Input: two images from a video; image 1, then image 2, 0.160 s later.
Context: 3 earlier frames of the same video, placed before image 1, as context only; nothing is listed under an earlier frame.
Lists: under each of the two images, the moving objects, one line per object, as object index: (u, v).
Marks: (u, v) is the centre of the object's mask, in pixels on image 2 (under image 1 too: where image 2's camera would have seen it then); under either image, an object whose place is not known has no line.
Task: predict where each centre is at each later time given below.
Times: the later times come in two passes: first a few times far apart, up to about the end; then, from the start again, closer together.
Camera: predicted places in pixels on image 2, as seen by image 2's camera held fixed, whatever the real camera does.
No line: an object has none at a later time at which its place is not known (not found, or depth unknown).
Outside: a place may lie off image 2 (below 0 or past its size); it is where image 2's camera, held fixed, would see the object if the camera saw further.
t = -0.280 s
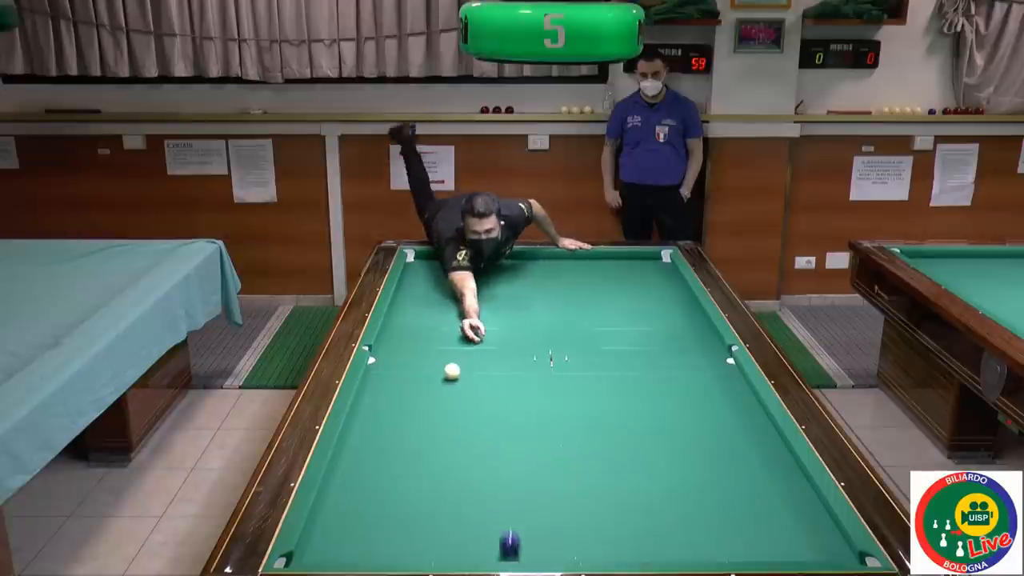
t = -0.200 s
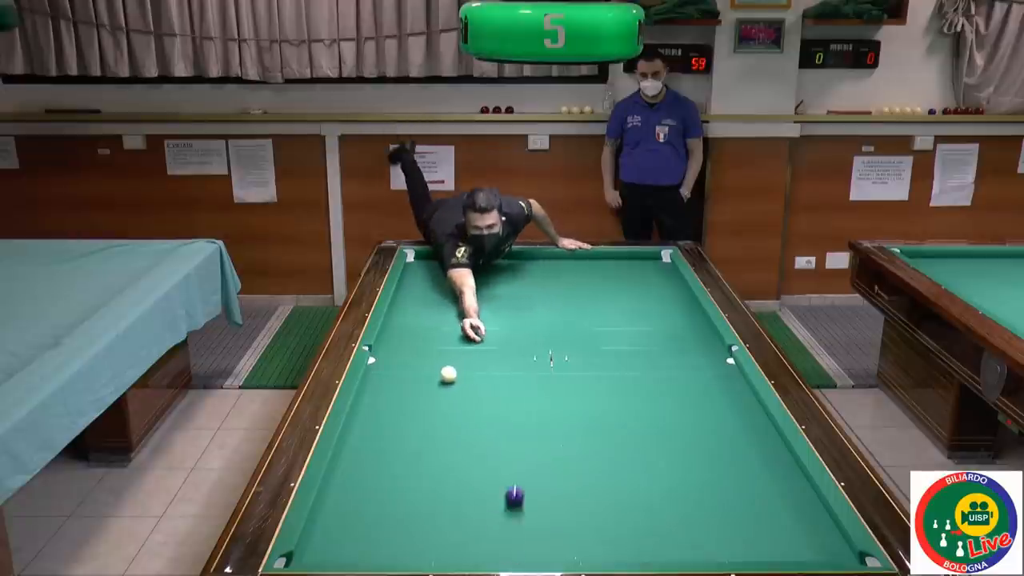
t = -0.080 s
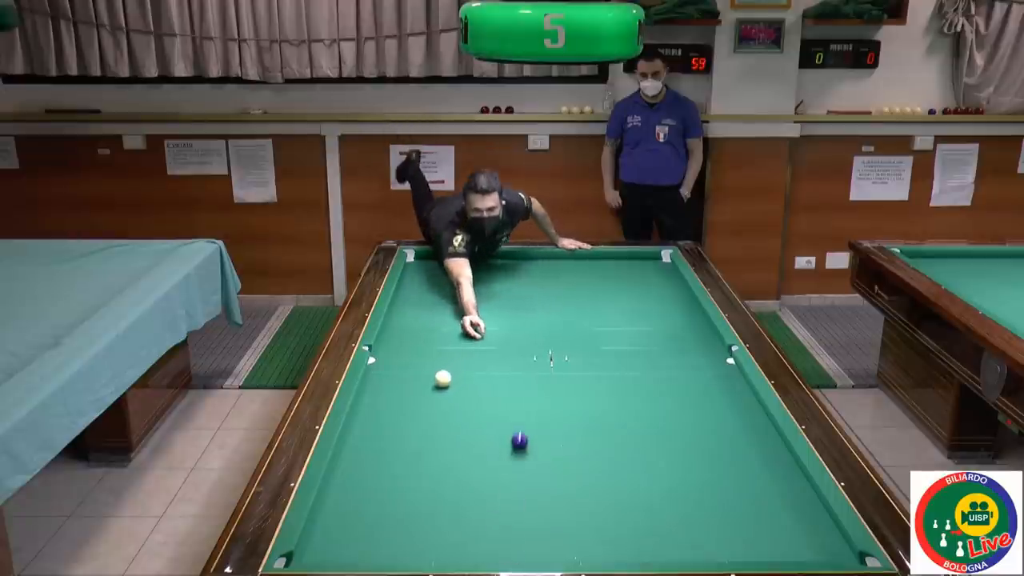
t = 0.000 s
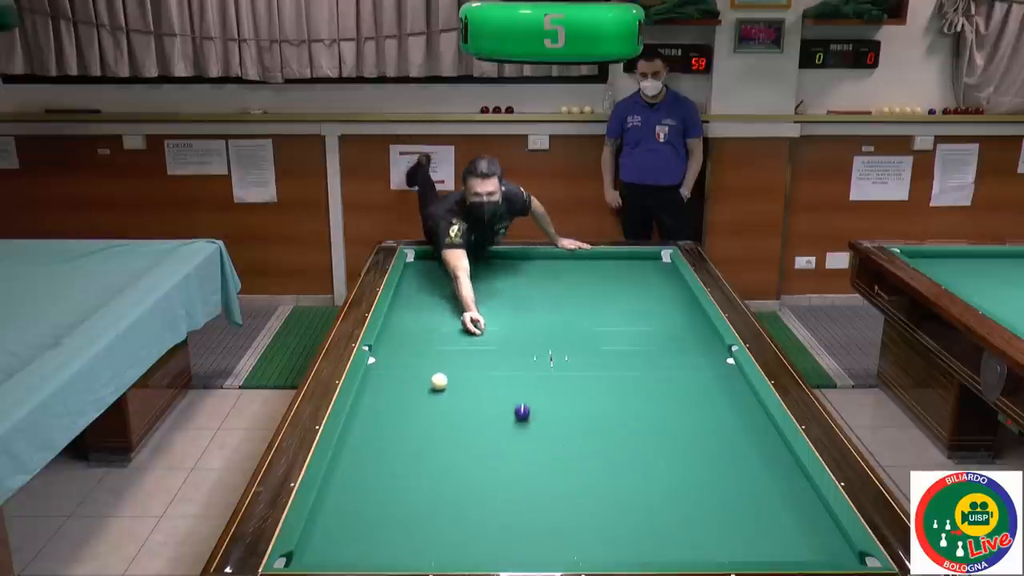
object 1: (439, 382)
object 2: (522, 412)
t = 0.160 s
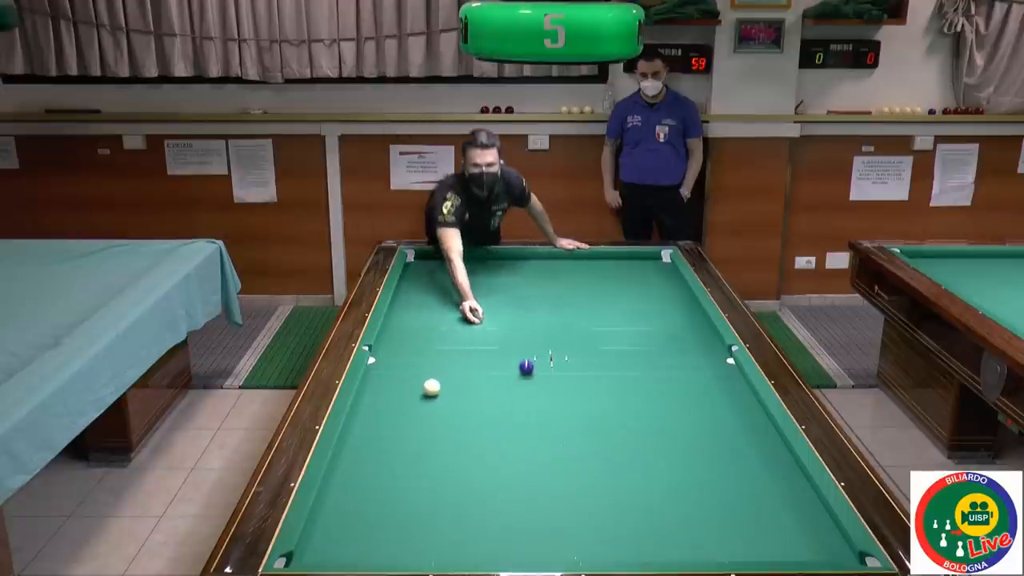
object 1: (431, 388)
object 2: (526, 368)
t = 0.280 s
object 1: (426, 392)
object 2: (529, 341)
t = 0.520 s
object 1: (414, 401)
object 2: (532, 296)
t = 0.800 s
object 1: (401, 411)
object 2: (536, 259)
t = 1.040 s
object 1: (389, 420)
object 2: (540, 278)
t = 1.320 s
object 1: (375, 431)
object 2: (545, 305)
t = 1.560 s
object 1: (364, 440)
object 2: (550, 331)
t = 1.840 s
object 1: (350, 450)
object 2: (557, 365)
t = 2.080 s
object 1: (342, 459)
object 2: (565, 401)
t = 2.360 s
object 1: (344, 466)
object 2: (575, 452)
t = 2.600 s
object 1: (346, 473)
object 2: (587, 505)
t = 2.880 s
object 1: (348, 481)
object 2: (597, 550)
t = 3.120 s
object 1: (350, 486)
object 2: (591, 509)
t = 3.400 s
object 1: (352, 493)
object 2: (585, 469)
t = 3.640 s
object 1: (353, 498)
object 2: (580, 440)
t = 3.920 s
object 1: (355, 504)
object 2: (576, 410)
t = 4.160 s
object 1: (357, 508)
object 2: (573, 388)
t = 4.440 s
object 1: (358, 512)
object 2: (570, 366)
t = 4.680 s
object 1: (359, 516)
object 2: (567, 348)
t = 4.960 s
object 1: (361, 519)
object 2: (566, 331)
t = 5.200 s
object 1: (362, 521)
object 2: (564, 317)
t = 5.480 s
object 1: (364, 523)
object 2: (562, 303)
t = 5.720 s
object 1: (365, 524)
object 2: (561, 292)
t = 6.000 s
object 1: (365, 525)
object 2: (559, 281)
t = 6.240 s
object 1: (365, 525)
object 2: (558, 272)
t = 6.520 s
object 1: (365, 526)
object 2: (557, 262)
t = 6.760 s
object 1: (365, 526)
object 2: (556, 257)
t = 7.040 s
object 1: (365, 525)
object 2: (558, 262)
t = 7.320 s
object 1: (365, 525)
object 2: (560, 267)
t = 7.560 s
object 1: (365, 525)
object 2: (562, 272)
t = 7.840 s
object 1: (365, 525)
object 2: (563, 277)
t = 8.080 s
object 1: (365, 525)
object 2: (565, 281)
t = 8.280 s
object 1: (365, 526)
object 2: (567, 284)
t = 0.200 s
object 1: (429, 389)
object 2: (527, 358)
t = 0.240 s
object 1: (427, 391)
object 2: (528, 349)
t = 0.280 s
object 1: (426, 392)
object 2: (529, 341)
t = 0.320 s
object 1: (424, 394)
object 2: (529, 332)
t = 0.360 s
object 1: (422, 395)
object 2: (530, 324)
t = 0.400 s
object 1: (420, 397)
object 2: (531, 317)
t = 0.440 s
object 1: (418, 398)
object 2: (531, 310)
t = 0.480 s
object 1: (416, 399)
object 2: (532, 303)
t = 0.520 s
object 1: (414, 401)
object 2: (532, 296)
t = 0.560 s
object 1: (413, 402)
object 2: (533, 290)
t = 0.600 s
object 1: (410, 404)
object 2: (533, 284)
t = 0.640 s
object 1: (409, 406)
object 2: (534, 279)
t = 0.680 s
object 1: (407, 407)
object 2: (534, 274)
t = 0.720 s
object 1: (405, 408)
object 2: (534, 268)
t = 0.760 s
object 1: (403, 410)
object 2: (535, 263)
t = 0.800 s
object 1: (401, 411)
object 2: (536, 259)
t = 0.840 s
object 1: (399, 413)
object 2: (537, 258)
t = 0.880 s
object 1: (397, 415)
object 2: (537, 262)
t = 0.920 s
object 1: (395, 416)
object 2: (538, 267)
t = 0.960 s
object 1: (393, 417)
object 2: (538, 271)
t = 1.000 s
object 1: (391, 419)
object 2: (539, 275)
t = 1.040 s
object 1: (389, 420)
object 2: (540, 278)
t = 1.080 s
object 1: (387, 422)
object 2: (540, 282)
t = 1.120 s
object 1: (385, 424)
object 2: (541, 286)
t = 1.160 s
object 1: (383, 425)
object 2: (542, 290)
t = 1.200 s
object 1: (381, 427)
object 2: (543, 294)
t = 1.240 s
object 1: (379, 428)
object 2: (543, 297)
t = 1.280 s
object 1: (377, 430)
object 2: (544, 301)
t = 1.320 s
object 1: (375, 431)
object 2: (545, 305)
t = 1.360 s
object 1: (373, 433)
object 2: (546, 309)
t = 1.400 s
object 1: (372, 434)
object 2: (546, 313)
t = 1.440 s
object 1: (370, 436)
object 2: (547, 317)
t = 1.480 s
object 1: (368, 437)
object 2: (548, 322)
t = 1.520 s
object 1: (366, 439)
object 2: (549, 326)
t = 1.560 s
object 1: (364, 440)
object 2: (550, 331)
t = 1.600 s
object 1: (362, 442)
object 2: (551, 335)
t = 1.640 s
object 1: (360, 443)
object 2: (551, 340)
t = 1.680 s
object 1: (358, 445)
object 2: (552, 345)
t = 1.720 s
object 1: (356, 446)
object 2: (554, 350)
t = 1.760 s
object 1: (354, 447)
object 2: (555, 355)
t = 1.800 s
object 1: (352, 449)
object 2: (556, 360)
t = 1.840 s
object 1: (350, 450)
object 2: (557, 365)
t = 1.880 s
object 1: (348, 452)
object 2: (558, 371)
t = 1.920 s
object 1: (346, 454)
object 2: (559, 377)
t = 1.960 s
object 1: (344, 455)
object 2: (561, 383)
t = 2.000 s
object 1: (342, 457)
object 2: (562, 389)
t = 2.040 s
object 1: (342, 458)
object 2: (563, 395)
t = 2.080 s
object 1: (342, 459)
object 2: (565, 401)
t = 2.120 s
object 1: (343, 460)
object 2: (566, 408)
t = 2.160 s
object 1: (343, 461)
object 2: (567, 415)
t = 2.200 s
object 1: (343, 462)
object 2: (569, 422)
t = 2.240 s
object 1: (344, 463)
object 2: (570, 429)
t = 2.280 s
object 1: (344, 464)
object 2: (572, 436)
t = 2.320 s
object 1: (344, 465)
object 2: (573, 444)
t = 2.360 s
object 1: (344, 466)
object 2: (575, 452)
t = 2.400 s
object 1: (345, 468)
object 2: (577, 460)
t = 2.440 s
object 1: (345, 469)
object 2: (579, 468)
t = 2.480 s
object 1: (346, 470)
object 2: (581, 477)
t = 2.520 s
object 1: (346, 471)
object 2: (582, 486)
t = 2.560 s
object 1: (346, 472)
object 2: (584, 495)
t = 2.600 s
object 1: (346, 473)
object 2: (587, 505)
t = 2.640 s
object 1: (347, 474)
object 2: (588, 514)
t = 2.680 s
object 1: (347, 475)
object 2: (591, 525)
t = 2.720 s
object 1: (347, 476)
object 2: (593, 536)
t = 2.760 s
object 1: (348, 477)
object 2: (595, 546)
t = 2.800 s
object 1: (348, 478)
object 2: (598, 554)
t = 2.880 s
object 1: (348, 481)
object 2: (597, 550)
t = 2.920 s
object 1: (349, 482)
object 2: (596, 543)
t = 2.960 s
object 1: (349, 482)
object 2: (594, 536)
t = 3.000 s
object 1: (349, 483)
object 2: (593, 528)
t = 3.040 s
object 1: (350, 484)
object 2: (592, 521)
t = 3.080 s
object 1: (350, 485)
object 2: (592, 515)
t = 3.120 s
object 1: (350, 486)
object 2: (591, 509)
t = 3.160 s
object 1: (350, 487)
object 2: (590, 503)
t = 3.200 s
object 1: (351, 488)
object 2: (589, 496)
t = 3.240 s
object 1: (351, 489)
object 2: (588, 491)
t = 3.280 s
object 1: (351, 490)
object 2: (587, 485)
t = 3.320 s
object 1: (351, 491)
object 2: (586, 479)
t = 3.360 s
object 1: (352, 492)
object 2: (585, 474)
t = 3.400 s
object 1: (352, 493)
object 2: (585, 469)
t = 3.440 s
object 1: (352, 494)
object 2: (584, 464)
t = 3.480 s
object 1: (352, 495)
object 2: (583, 459)
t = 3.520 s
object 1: (353, 495)
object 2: (582, 454)
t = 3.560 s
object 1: (353, 496)
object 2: (582, 449)
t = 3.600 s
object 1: (353, 497)
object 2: (581, 444)
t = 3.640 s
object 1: (353, 498)
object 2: (580, 440)
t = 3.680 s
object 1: (354, 499)
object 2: (580, 435)
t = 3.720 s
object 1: (354, 500)
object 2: (579, 431)
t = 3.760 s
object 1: (354, 501)
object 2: (579, 426)
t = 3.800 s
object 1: (354, 501)
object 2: (578, 422)
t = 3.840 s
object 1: (355, 502)
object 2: (577, 418)
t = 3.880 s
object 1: (355, 503)
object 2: (577, 414)
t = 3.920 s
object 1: (355, 504)
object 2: (576, 410)
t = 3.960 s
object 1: (355, 504)
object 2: (576, 406)
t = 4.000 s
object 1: (356, 505)
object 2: (575, 402)
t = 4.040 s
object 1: (356, 506)
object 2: (575, 399)
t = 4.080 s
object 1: (356, 506)
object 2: (574, 395)
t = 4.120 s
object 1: (356, 507)
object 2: (574, 392)
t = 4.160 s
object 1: (357, 508)
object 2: (573, 388)
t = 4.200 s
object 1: (357, 508)
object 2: (573, 384)
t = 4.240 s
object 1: (357, 509)
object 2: (572, 381)
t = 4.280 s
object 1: (357, 510)
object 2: (572, 378)
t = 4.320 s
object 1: (357, 511)
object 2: (571, 375)
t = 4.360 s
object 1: (358, 511)
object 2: (571, 372)
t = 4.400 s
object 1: (358, 512)
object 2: (570, 368)
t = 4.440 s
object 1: (358, 512)
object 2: (570, 366)
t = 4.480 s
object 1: (358, 513)
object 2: (570, 362)
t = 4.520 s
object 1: (359, 513)
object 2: (569, 359)
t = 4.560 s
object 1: (359, 514)
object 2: (569, 357)
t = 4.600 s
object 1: (359, 514)
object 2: (568, 354)
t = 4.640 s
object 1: (359, 515)
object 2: (568, 351)
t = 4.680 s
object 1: (359, 516)
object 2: (567, 348)
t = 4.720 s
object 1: (360, 516)
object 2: (567, 346)
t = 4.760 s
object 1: (360, 517)
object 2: (567, 343)
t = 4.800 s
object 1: (360, 517)
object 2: (567, 340)
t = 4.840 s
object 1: (360, 518)
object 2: (566, 338)
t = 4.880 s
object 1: (361, 518)
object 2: (566, 335)
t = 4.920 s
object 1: (361, 519)
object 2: (566, 333)
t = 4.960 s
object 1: (361, 519)
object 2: (566, 331)
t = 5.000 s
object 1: (362, 519)
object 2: (565, 328)
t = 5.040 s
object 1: (362, 520)
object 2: (565, 326)
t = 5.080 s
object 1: (362, 520)
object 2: (565, 324)
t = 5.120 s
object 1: (362, 521)
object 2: (564, 321)
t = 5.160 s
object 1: (362, 521)
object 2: (564, 319)
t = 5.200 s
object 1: (362, 521)
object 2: (564, 317)
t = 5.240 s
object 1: (363, 521)
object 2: (564, 315)
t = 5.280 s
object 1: (363, 521)
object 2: (564, 313)
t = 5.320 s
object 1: (363, 522)
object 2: (563, 311)
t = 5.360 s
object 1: (363, 522)
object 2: (563, 309)
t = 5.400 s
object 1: (363, 522)
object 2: (563, 307)
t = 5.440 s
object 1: (364, 522)
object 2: (563, 305)
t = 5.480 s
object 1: (364, 523)
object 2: (562, 303)
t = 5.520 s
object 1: (364, 523)
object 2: (562, 301)
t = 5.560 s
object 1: (364, 523)
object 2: (562, 299)
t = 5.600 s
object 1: (364, 524)
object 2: (562, 298)
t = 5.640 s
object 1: (365, 524)
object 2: (561, 296)
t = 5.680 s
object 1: (365, 524)
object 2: (561, 294)
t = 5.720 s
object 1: (365, 524)
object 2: (561, 292)
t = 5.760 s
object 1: (365, 524)
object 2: (561, 291)
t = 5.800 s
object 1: (365, 525)
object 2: (560, 289)
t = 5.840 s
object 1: (365, 525)
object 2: (560, 287)
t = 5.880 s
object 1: (365, 525)
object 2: (560, 286)
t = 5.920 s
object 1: (365, 525)
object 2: (560, 284)
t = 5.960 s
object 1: (365, 525)
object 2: (559, 283)
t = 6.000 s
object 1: (365, 525)
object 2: (559, 281)
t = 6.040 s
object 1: (365, 525)
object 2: (559, 279)
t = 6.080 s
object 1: (365, 525)
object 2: (559, 278)
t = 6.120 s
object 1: (365, 525)
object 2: (559, 276)
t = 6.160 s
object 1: (365, 525)
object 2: (558, 275)
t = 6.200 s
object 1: (365, 525)
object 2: (558, 274)
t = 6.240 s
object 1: (365, 525)
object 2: (558, 272)
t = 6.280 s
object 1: (365, 525)
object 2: (558, 270)
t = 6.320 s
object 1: (365, 525)
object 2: (557, 269)
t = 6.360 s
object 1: (365, 525)
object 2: (557, 268)
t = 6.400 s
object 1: (365, 525)
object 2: (557, 266)
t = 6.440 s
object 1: (365, 525)
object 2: (557, 265)
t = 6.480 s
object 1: (365, 526)
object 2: (557, 263)
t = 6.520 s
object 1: (365, 526)
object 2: (557, 262)
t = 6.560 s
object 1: (365, 526)
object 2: (556, 261)
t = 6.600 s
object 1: (365, 526)
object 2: (556, 260)
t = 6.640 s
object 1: (365, 526)
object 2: (556, 259)
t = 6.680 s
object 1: (365, 526)
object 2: (556, 258)
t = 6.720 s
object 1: (365, 525)
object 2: (556, 257)
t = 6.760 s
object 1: (365, 526)
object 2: (556, 257)
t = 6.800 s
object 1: (365, 525)
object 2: (556, 258)
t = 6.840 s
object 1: (365, 526)
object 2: (557, 259)
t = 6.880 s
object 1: (365, 525)
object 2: (557, 259)
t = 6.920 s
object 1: (365, 525)
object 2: (557, 260)
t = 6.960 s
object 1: (365, 525)
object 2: (557, 260)
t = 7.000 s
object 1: (365, 525)
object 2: (557, 261)
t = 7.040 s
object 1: (365, 525)
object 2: (558, 262)
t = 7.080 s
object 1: (365, 525)
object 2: (558, 263)
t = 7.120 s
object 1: (365, 525)
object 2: (559, 263)
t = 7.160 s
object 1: (365, 525)
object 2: (559, 264)
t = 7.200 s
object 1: (365, 525)
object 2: (559, 264)
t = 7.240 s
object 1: (365, 525)
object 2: (559, 265)
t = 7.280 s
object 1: (365, 525)
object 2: (560, 267)
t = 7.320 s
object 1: (365, 525)
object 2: (560, 267)
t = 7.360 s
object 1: (365, 525)
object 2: (560, 268)
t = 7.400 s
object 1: (365, 525)
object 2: (560, 269)
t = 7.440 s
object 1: (365, 525)
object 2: (561, 269)
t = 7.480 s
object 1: (365, 526)
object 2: (561, 270)
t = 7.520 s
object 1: (365, 525)
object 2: (561, 271)
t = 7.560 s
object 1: (365, 525)
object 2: (562, 272)
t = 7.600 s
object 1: (365, 525)
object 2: (562, 273)
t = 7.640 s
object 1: (365, 526)
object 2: (562, 273)
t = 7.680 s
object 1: (365, 525)
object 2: (563, 274)
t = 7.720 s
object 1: (365, 526)
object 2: (563, 274)
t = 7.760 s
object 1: (365, 526)
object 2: (563, 275)
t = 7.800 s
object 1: (365, 525)
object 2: (563, 276)
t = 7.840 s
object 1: (365, 525)
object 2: (563, 277)
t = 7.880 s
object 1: (365, 526)
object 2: (564, 277)
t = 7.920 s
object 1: (365, 525)
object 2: (564, 278)
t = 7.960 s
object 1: (365, 526)
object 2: (564, 279)
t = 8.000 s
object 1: (365, 526)
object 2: (564, 280)
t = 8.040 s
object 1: (365, 525)
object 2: (565, 280)
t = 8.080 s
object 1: (365, 525)
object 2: (565, 281)
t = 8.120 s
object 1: (365, 526)
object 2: (565, 281)
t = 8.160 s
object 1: (365, 526)
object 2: (566, 282)
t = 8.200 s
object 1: (365, 526)
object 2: (566, 283)
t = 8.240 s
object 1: (365, 526)
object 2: (566, 284)
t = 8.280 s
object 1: (365, 526)
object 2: (567, 284)
